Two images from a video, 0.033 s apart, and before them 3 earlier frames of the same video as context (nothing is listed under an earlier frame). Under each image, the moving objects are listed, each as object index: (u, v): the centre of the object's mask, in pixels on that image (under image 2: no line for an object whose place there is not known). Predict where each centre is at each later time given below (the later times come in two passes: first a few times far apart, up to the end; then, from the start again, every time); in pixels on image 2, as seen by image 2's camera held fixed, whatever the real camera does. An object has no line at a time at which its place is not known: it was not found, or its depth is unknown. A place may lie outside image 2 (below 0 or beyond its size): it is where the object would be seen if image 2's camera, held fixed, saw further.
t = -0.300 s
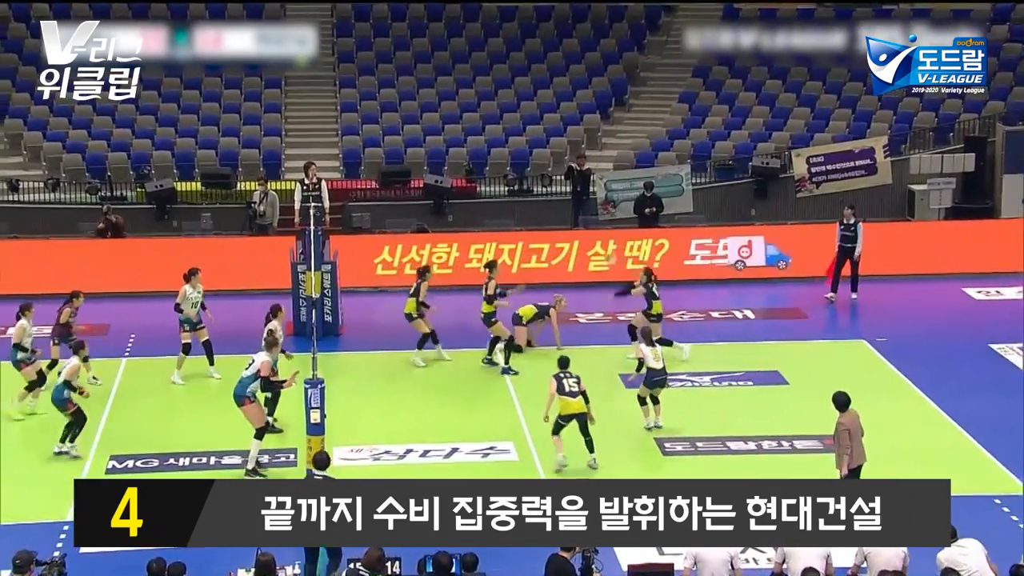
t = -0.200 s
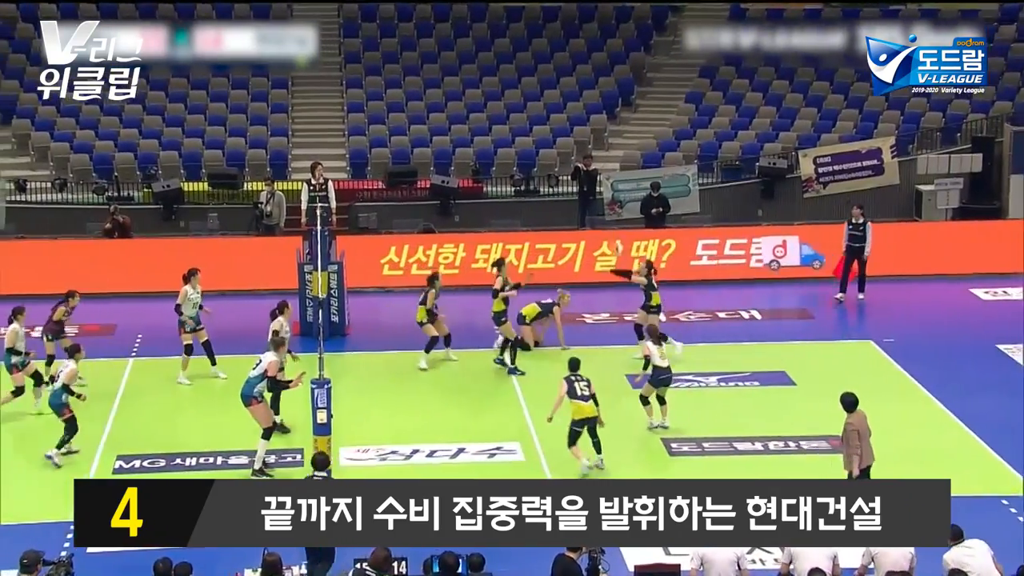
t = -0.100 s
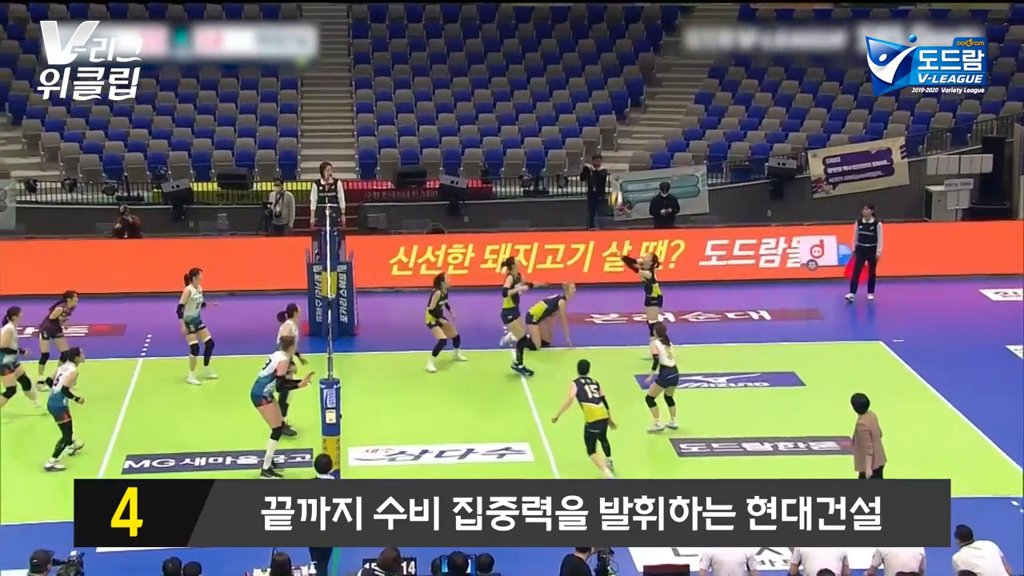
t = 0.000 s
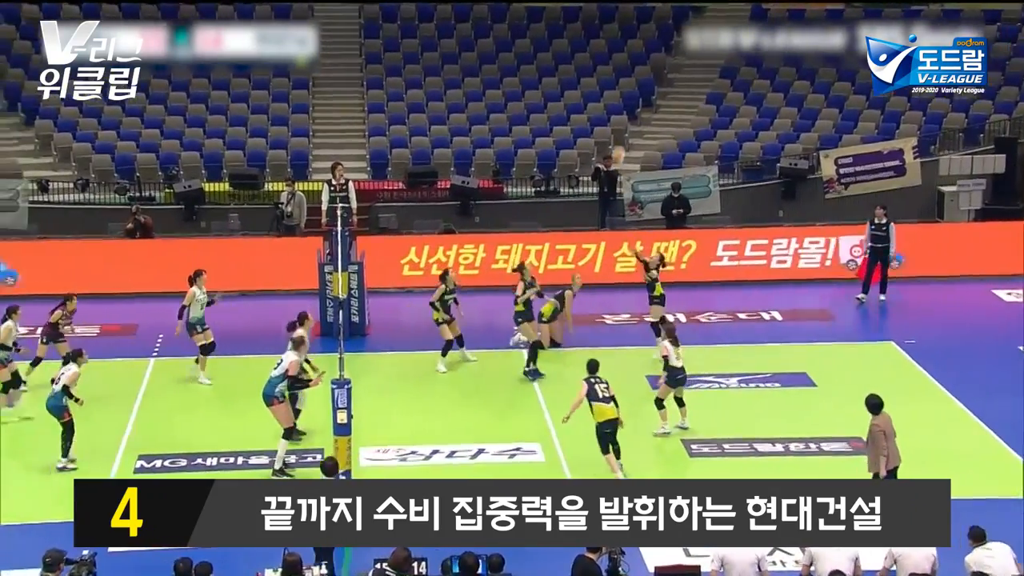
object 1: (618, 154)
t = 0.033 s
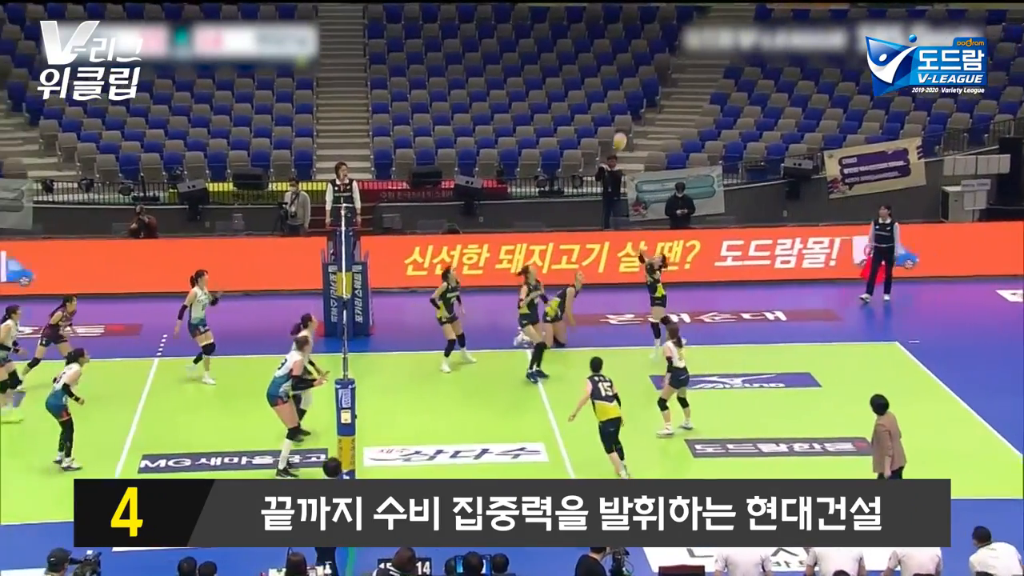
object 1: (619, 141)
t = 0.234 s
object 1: (607, 72)
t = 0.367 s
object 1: (600, 41)
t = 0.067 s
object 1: (617, 128)
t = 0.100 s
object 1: (615, 115)
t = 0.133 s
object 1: (613, 103)
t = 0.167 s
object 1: (611, 92)
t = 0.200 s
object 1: (610, 82)
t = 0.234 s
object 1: (607, 72)
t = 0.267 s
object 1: (606, 63)
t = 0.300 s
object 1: (604, 55)
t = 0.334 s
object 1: (602, 48)
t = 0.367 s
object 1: (600, 41)
